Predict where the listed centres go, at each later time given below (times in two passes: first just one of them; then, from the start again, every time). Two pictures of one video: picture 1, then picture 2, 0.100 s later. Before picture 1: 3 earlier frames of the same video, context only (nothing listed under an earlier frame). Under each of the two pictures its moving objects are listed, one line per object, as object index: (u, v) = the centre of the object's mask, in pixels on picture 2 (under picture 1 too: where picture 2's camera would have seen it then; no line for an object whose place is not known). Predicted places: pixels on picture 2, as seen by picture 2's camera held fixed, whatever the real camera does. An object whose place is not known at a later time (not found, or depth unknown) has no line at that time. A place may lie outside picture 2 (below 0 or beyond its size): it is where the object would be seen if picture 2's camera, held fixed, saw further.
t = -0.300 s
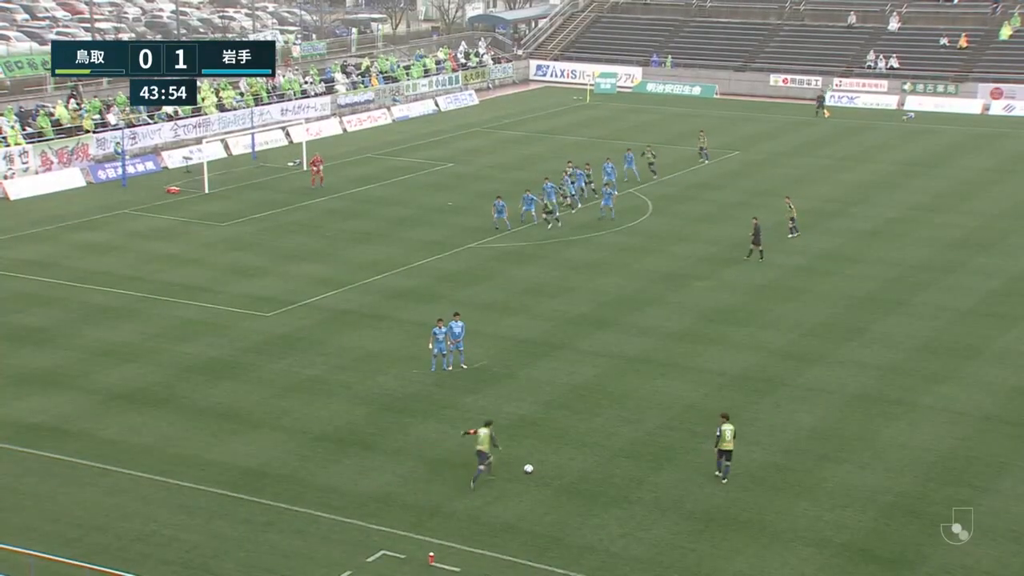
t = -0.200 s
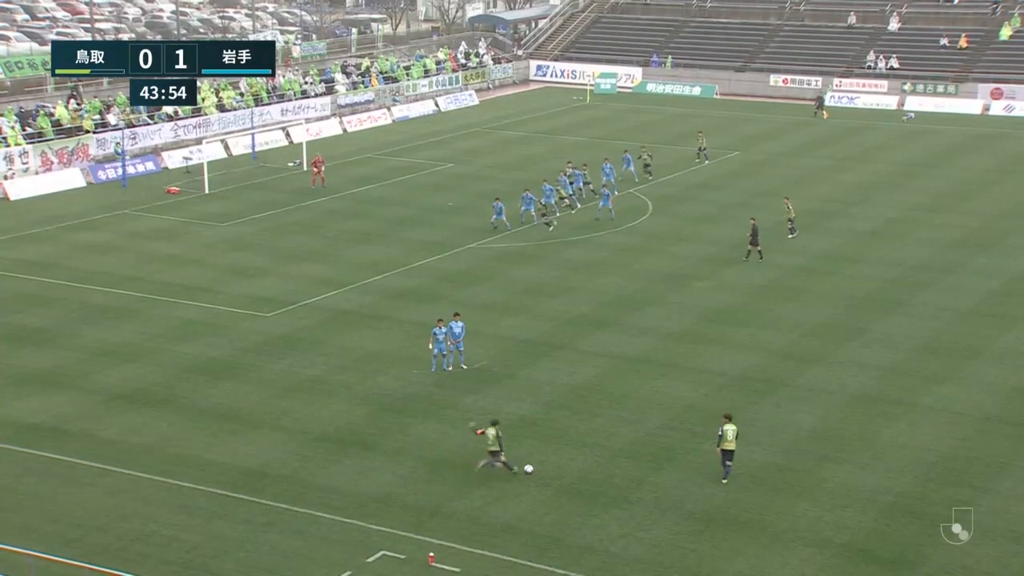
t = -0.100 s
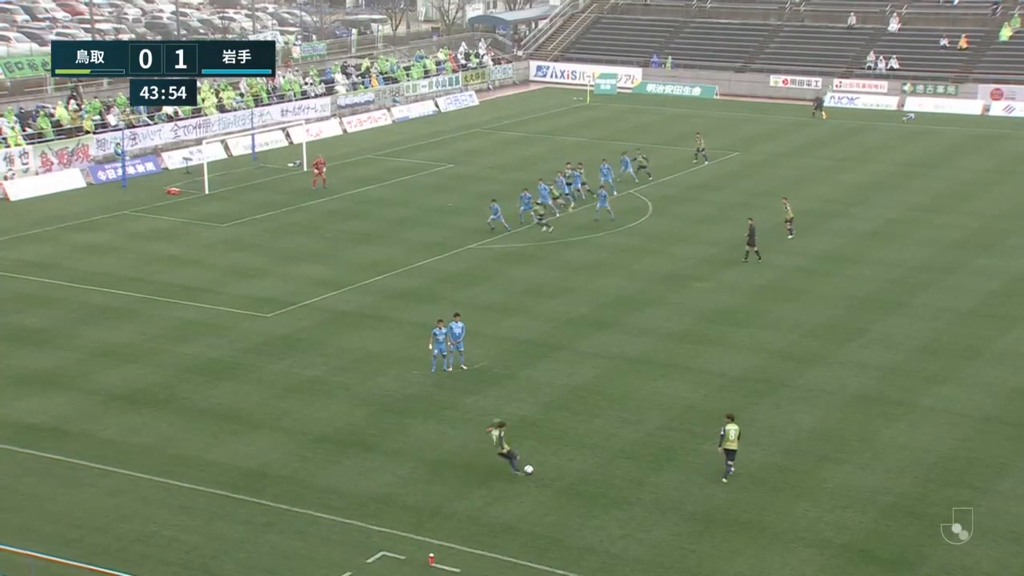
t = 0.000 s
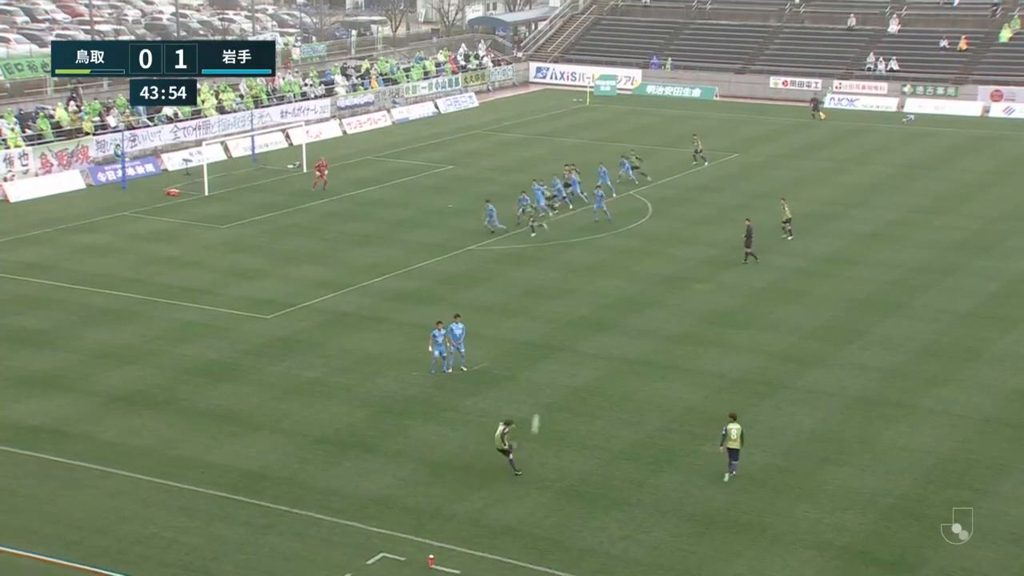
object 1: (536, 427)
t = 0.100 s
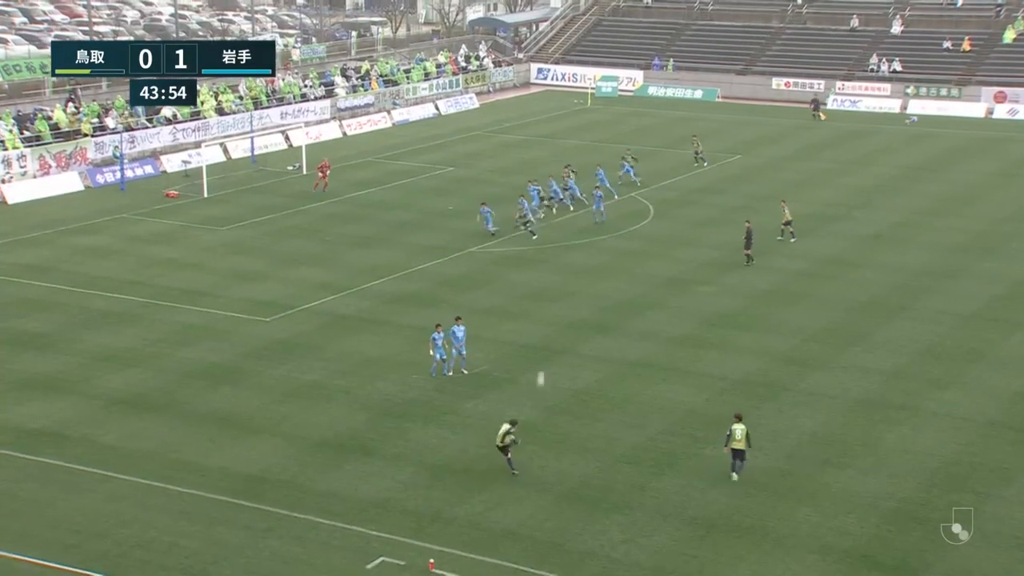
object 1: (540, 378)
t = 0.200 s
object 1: (541, 342)
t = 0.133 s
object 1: (540, 370)
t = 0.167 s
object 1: (540, 356)
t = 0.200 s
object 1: (541, 342)
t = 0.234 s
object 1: (540, 334)
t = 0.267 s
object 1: (539, 323)
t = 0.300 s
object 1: (538, 313)
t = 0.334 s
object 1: (537, 307)
